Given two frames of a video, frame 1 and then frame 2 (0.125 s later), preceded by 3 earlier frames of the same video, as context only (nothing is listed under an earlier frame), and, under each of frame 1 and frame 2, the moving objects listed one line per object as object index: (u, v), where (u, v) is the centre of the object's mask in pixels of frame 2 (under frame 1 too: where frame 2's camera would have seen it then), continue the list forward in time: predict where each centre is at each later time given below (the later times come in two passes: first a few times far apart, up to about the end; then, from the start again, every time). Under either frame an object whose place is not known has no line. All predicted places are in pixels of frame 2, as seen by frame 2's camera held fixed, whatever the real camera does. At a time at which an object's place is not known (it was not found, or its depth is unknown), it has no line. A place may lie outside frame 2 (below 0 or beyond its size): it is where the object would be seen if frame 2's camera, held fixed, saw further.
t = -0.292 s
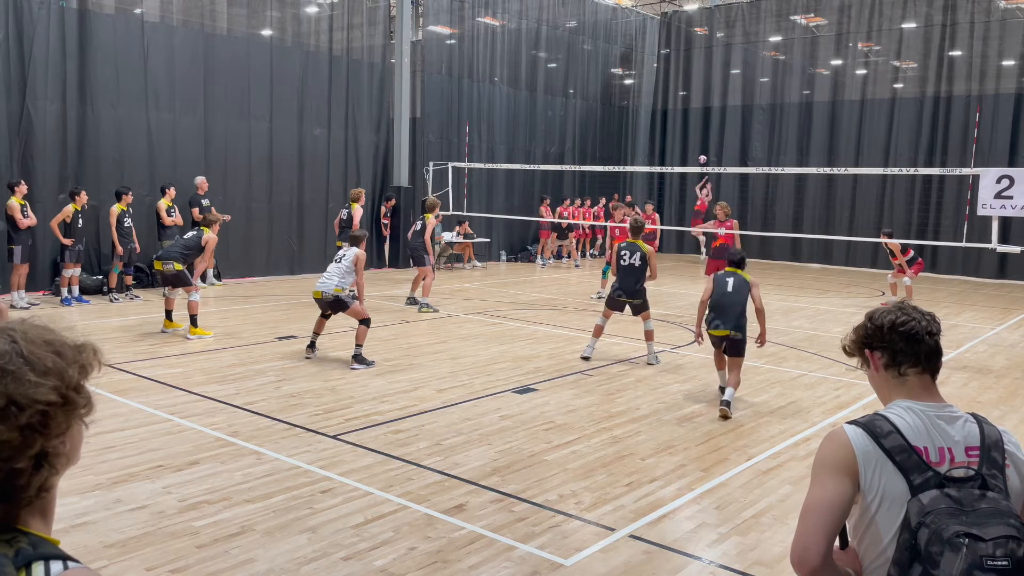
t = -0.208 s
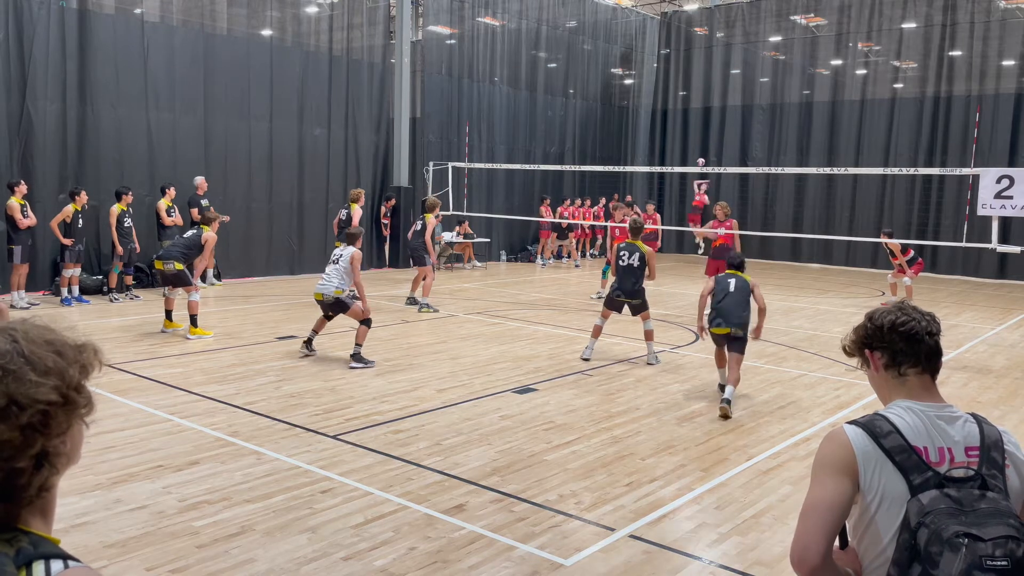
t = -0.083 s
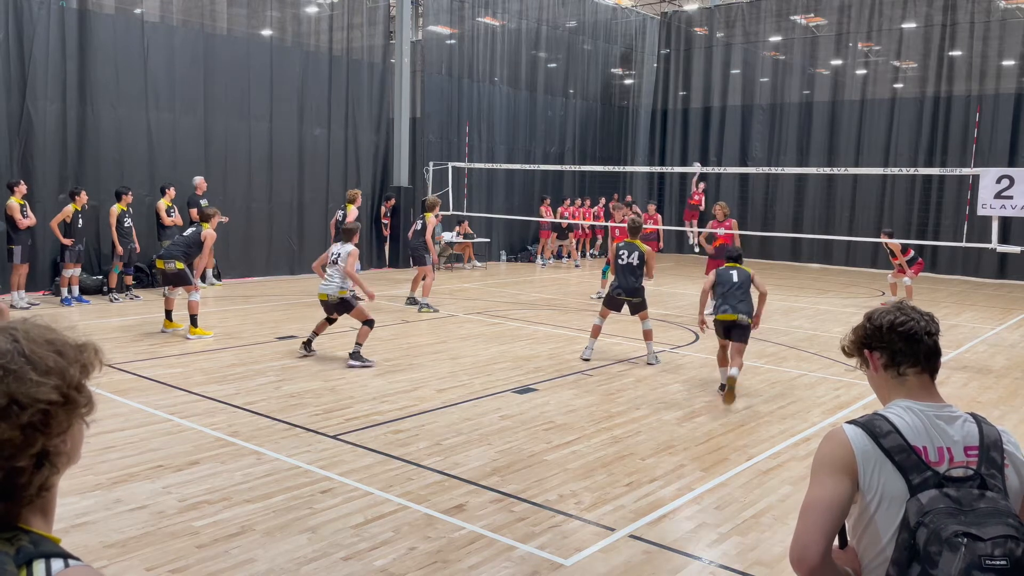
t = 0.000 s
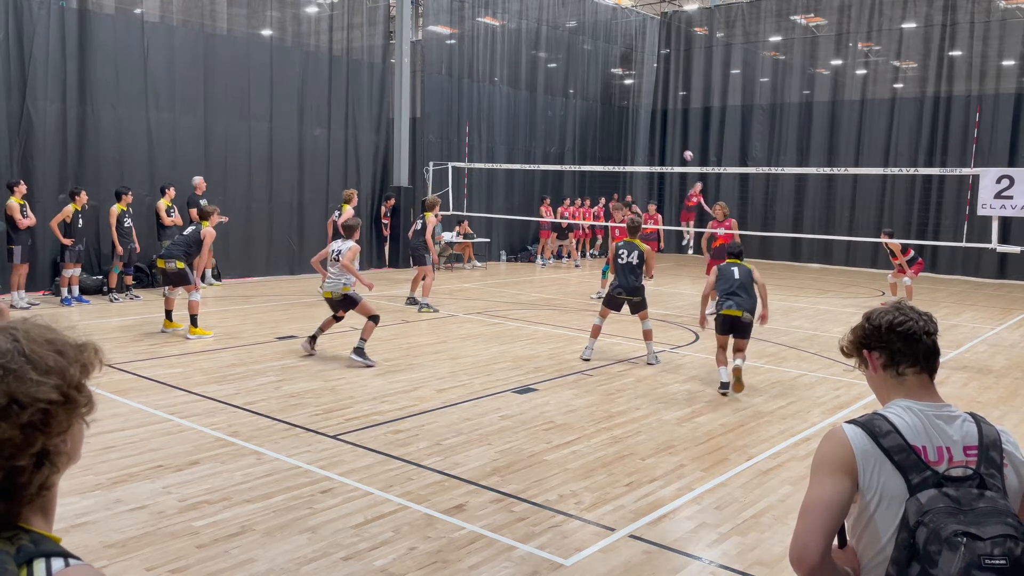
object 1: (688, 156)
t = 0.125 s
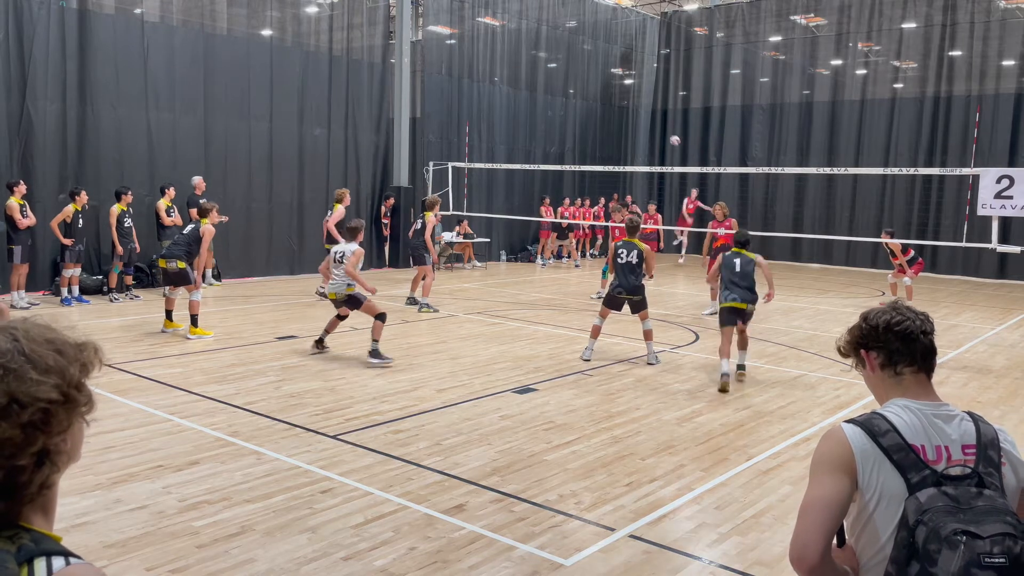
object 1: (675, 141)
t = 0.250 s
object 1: (660, 128)
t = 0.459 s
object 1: (624, 117)
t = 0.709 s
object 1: (554, 136)
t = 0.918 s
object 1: (466, 200)
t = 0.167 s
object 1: (670, 136)
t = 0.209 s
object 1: (665, 132)
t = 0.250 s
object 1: (660, 128)
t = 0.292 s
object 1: (654, 125)
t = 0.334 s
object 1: (647, 122)
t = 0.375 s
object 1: (640, 120)
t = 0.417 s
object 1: (632, 118)
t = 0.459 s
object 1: (624, 117)
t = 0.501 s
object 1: (614, 117)
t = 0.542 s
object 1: (604, 118)
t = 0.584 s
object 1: (592, 121)
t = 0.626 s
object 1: (581, 124)
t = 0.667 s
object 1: (568, 129)
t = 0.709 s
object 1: (554, 136)
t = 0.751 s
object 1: (539, 144)
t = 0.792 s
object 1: (523, 154)
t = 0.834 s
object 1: (505, 167)
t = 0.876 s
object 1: (486, 183)
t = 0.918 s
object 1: (466, 200)
